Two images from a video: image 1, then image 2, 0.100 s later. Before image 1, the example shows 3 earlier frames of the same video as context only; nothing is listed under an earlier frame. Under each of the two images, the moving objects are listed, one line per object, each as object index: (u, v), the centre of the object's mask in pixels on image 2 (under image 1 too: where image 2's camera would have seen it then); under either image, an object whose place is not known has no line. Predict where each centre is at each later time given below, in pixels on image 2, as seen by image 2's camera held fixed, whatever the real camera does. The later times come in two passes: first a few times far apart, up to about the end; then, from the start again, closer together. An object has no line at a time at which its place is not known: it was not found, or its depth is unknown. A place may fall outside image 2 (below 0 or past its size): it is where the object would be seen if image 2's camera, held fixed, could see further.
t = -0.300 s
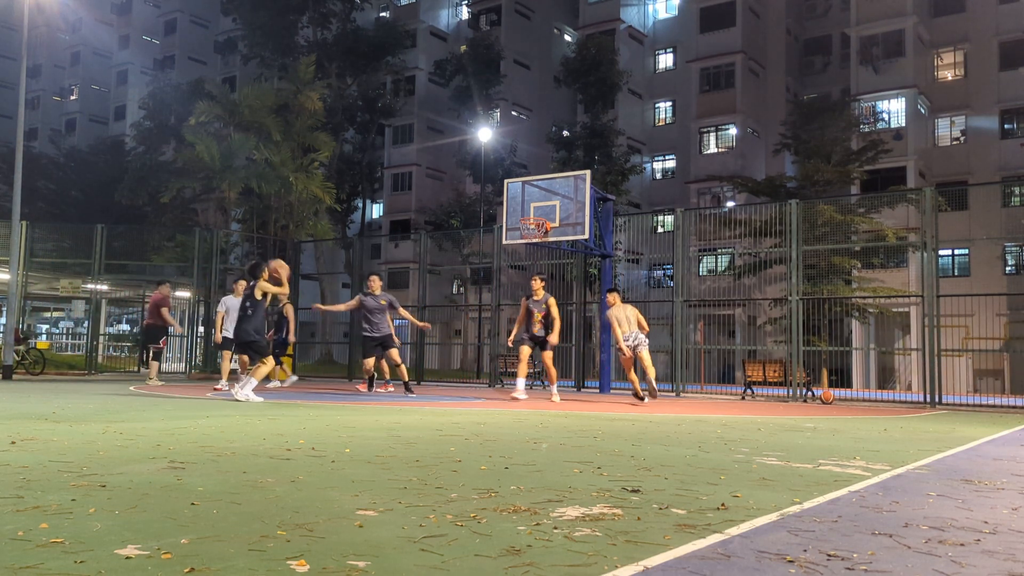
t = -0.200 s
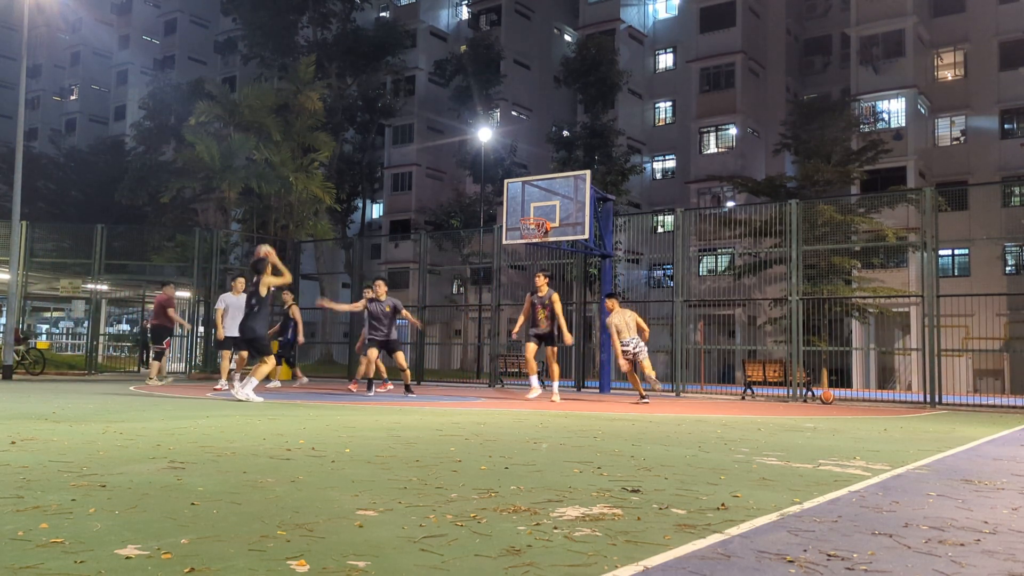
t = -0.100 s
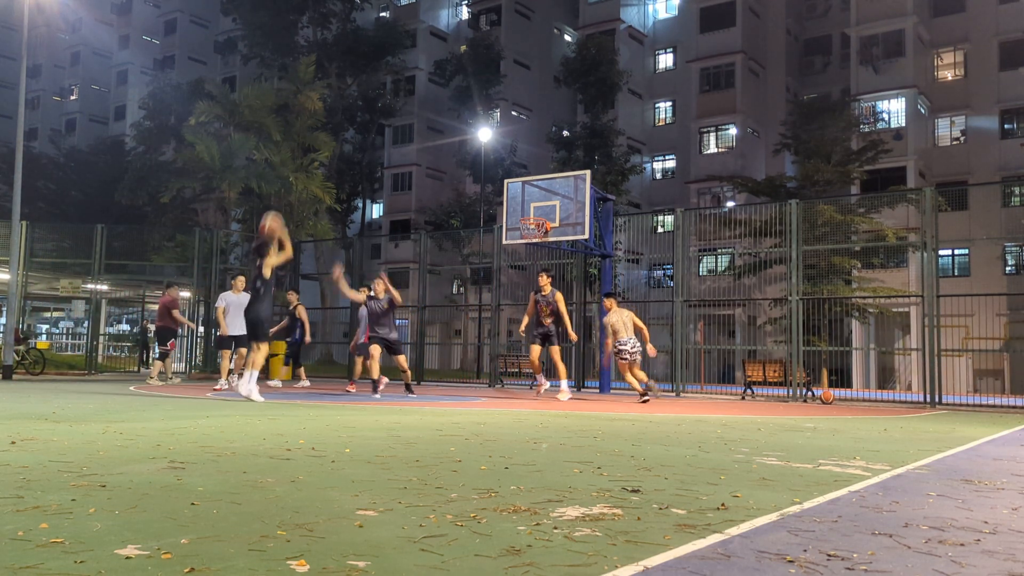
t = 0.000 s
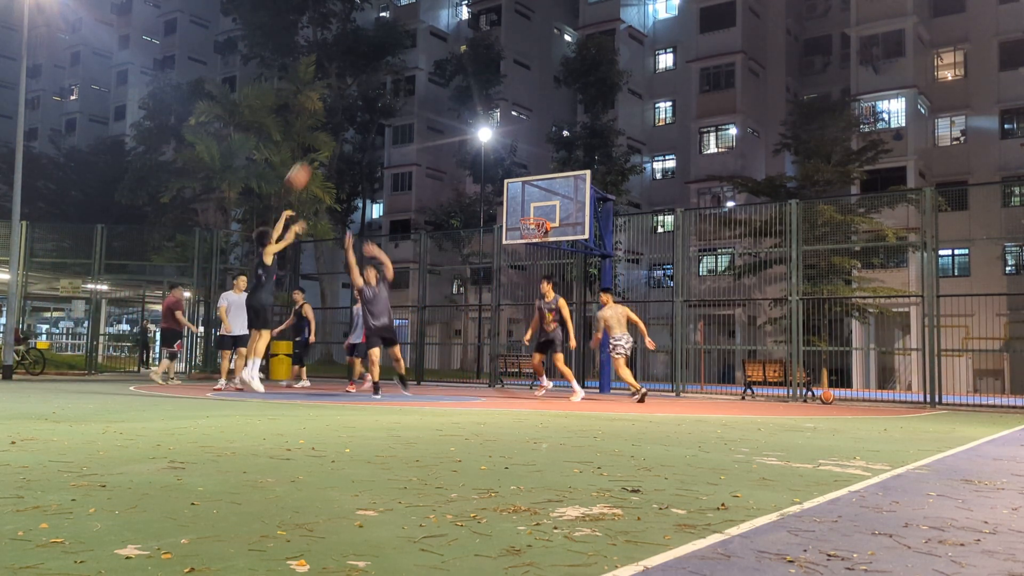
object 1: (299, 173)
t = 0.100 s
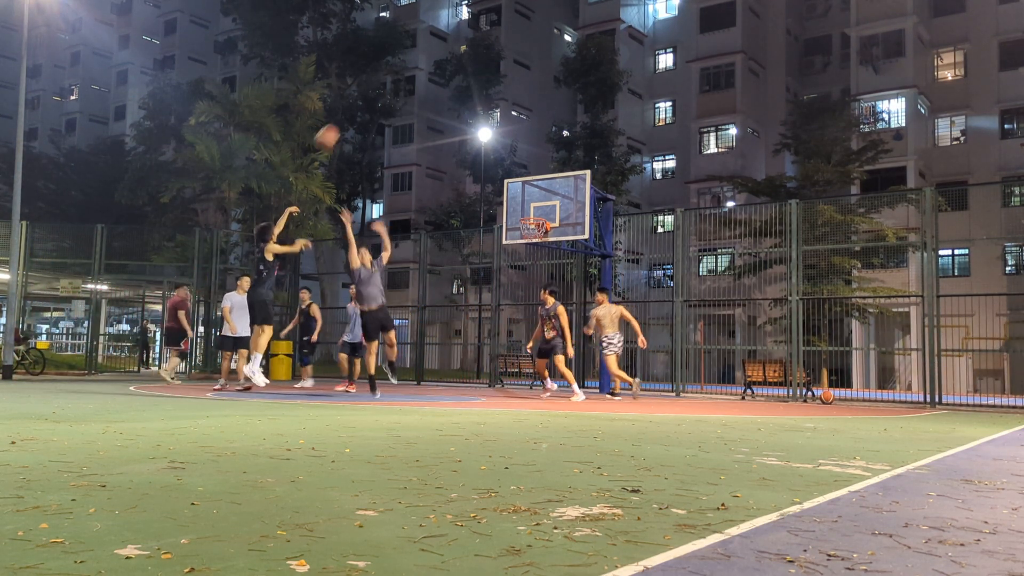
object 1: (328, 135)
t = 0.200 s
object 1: (353, 106)
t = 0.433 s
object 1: (405, 73)
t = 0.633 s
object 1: (443, 74)
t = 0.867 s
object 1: (480, 104)
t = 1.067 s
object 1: (509, 153)
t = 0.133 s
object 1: (337, 124)
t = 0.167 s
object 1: (345, 115)
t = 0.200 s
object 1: (353, 106)
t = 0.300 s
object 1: (377, 87)
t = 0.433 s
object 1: (405, 73)
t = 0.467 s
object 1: (412, 71)
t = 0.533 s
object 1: (425, 70)
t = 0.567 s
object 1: (431, 72)
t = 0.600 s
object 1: (437, 72)
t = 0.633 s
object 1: (443, 74)
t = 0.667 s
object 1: (449, 77)
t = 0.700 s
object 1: (454, 80)
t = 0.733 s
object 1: (460, 84)
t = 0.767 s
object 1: (465, 88)
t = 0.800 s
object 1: (470, 93)
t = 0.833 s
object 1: (475, 99)
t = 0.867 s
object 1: (480, 104)
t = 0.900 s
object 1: (485, 111)
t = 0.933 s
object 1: (488, 116)
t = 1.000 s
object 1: (502, 136)
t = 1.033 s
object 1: (505, 144)
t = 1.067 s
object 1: (509, 153)
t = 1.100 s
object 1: (512, 162)
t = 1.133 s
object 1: (516, 171)
